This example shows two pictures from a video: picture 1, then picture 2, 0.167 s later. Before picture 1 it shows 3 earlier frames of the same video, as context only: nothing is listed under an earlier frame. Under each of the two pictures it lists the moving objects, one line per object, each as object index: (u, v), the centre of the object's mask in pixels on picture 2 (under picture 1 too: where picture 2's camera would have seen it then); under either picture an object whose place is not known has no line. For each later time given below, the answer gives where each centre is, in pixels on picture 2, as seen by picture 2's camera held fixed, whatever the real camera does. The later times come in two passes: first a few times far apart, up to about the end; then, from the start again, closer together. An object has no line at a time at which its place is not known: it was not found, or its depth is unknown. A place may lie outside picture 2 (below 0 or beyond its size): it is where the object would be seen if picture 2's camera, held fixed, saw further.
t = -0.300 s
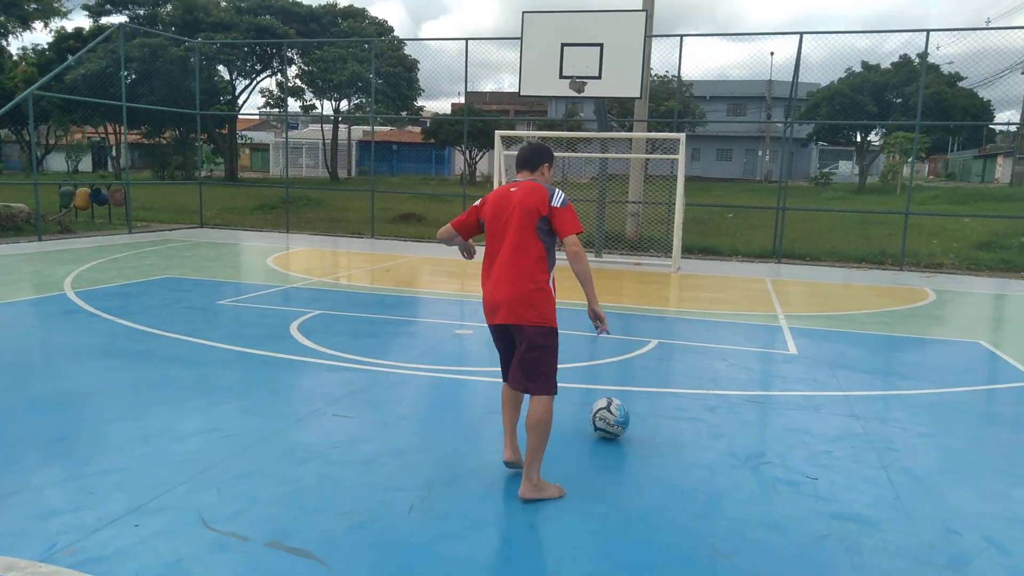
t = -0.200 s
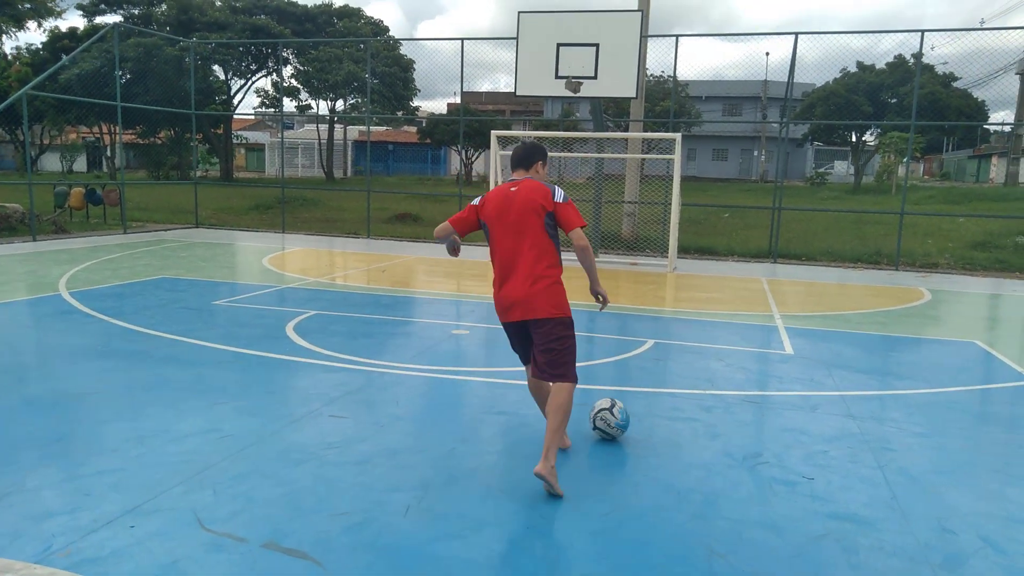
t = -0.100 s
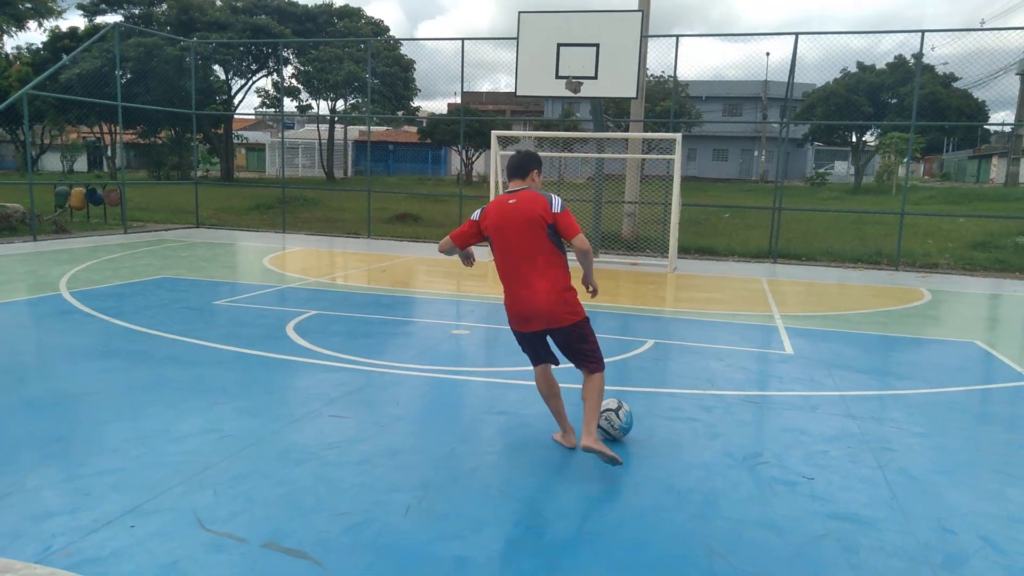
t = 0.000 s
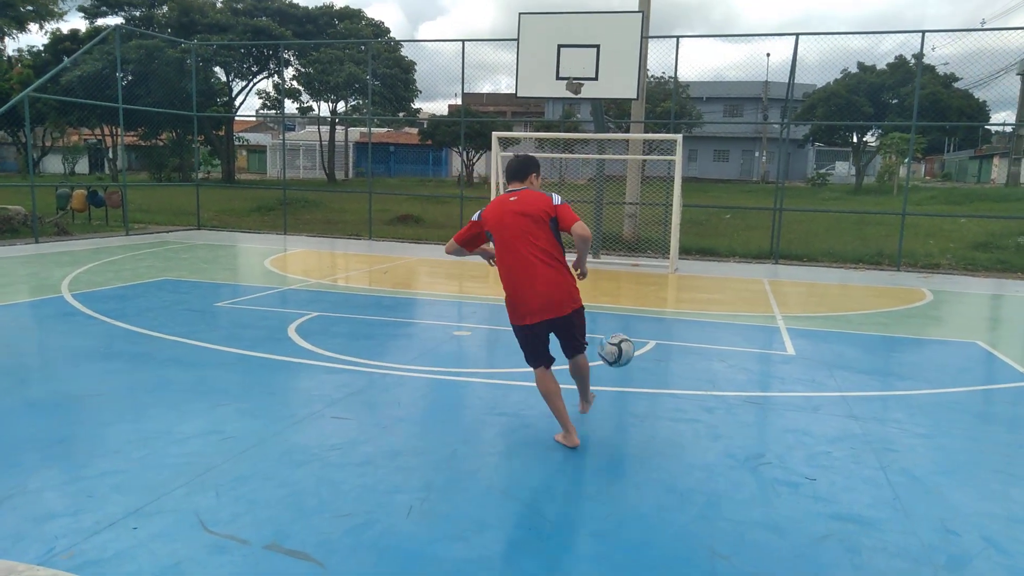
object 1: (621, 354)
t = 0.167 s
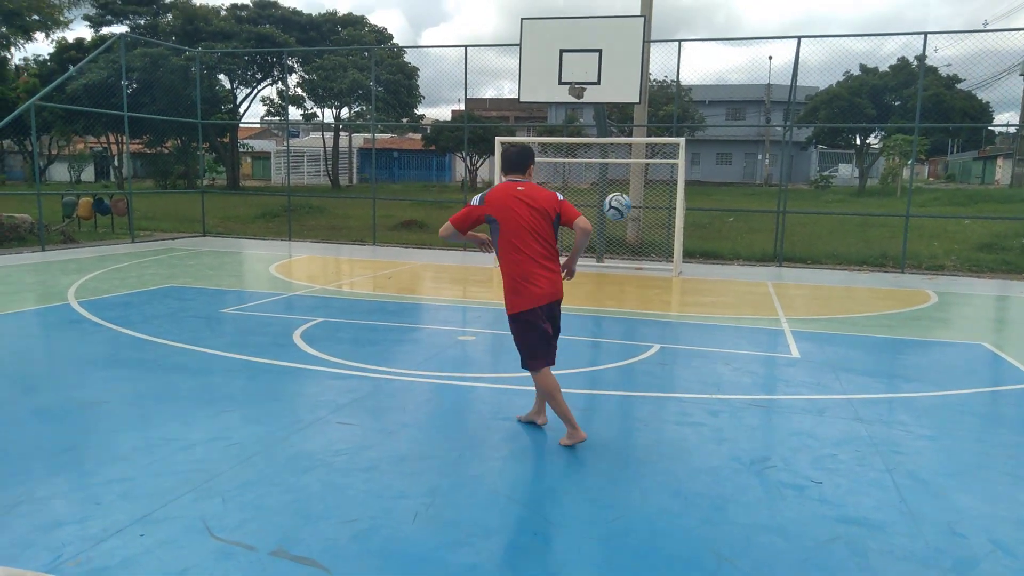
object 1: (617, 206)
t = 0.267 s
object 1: (616, 162)
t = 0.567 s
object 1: (613, 124)
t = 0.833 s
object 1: (609, 152)
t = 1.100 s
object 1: (580, 201)
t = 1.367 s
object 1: (547, 265)
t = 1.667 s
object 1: (519, 217)
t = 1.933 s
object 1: (488, 231)
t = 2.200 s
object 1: (452, 304)
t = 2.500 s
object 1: (399, 272)
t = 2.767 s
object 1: (340, 325)
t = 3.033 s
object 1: (266, 322)
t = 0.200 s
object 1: (616, 189)
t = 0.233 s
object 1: (616, 174)
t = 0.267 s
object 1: (616, 162)
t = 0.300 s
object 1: (615, 151)
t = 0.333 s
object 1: (614, 142)
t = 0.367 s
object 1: (614, 137)
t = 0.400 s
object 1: (614, 131)
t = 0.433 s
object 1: (614, 128)
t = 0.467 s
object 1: (614, 126)
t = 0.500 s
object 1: (614, 124)
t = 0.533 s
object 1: (614, 124)
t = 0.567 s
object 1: (613, 124)
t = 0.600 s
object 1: (613, 126)
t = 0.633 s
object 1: (613, 128)
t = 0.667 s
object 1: (613, 130)
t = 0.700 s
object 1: (612, 134)
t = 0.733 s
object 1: (612, 137)
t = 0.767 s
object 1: (611, 142)
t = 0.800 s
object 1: (610, 147)
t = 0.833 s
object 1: (609, 152)
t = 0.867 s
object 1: (607, 158)
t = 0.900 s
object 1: (604, 162)
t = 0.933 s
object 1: (599, 167)
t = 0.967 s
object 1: (596, 171)
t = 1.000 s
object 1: (592, 178)
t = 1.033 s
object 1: (588, 184)
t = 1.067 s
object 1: (584, 192)
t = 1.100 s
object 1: (580, 201)
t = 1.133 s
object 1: (575, 210)
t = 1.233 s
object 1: (562, 244)
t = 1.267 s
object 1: (557, 257)
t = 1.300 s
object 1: (553, 272)
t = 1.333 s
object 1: (549, 274)
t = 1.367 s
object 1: (547, 265)
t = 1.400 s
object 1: (544, 257)
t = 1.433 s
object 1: (541, 250)
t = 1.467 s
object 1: (538, 243)
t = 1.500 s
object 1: (535, 237)
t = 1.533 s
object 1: (532, 231)
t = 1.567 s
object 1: (529, 227)
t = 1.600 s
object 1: (526, 223)
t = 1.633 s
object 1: (522, 220)
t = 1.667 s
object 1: (519, 217)
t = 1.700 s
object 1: (515, 216)
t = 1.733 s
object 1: (512, 215)
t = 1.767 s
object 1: (508, 215)
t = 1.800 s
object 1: (505, 216)
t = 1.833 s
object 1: (500, 219)
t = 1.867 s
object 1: (496, 222)
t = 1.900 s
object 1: (492, 225)
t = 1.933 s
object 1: (488, 231)
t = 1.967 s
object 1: (484, 237)
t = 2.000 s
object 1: (480, 244)
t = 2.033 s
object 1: (475, 252)
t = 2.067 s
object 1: (471, 262)
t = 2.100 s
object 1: (466, 273)
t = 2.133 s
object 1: (461, 285)
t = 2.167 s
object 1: (457, 298)
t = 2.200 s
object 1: (452, 304)
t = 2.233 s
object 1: (446, 296)
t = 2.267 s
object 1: (441, 290)
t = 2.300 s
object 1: (436, 284)
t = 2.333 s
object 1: (429, 280)
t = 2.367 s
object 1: (424, 276)
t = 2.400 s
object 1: (417, 274)
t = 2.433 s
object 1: (411, 272)
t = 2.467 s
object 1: (405, 271)
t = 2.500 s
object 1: (399, 272)
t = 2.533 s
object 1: (392, 274)
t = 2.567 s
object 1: (385, 277)
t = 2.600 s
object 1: (378, 281)
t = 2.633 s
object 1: (370, 287)
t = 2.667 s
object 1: (363, 294)
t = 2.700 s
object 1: (356, 303)
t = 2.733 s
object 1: (348, 313)
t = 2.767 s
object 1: (340, 325)
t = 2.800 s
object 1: (332, 337)
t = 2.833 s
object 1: (323, 332)
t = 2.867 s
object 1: (314, 327)
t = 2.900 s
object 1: (305, 323)
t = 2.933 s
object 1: (296, 321)
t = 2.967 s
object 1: (286, 320)
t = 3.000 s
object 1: (276, 320)
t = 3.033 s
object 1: (266, 322)
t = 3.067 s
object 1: (256, 325)
